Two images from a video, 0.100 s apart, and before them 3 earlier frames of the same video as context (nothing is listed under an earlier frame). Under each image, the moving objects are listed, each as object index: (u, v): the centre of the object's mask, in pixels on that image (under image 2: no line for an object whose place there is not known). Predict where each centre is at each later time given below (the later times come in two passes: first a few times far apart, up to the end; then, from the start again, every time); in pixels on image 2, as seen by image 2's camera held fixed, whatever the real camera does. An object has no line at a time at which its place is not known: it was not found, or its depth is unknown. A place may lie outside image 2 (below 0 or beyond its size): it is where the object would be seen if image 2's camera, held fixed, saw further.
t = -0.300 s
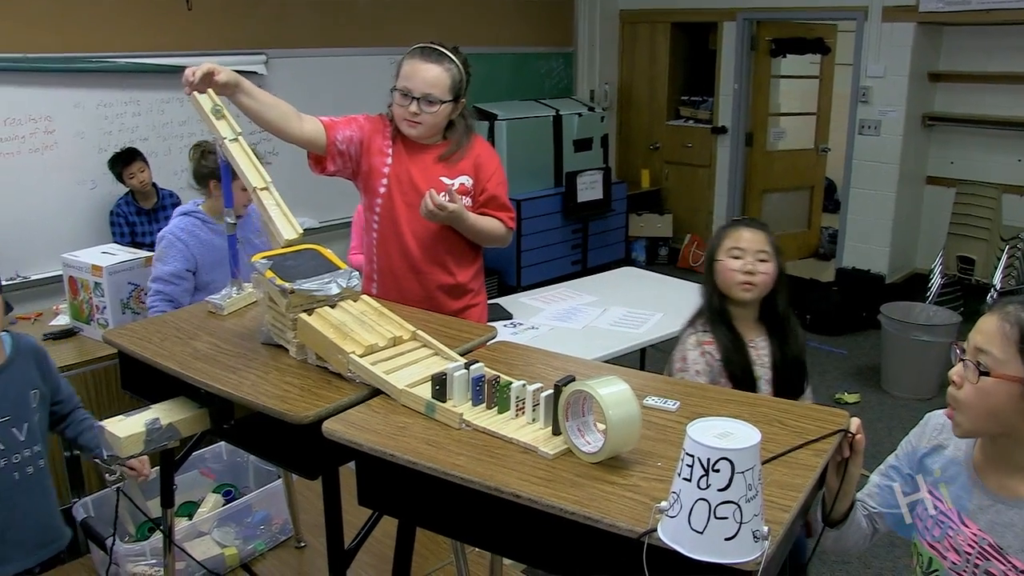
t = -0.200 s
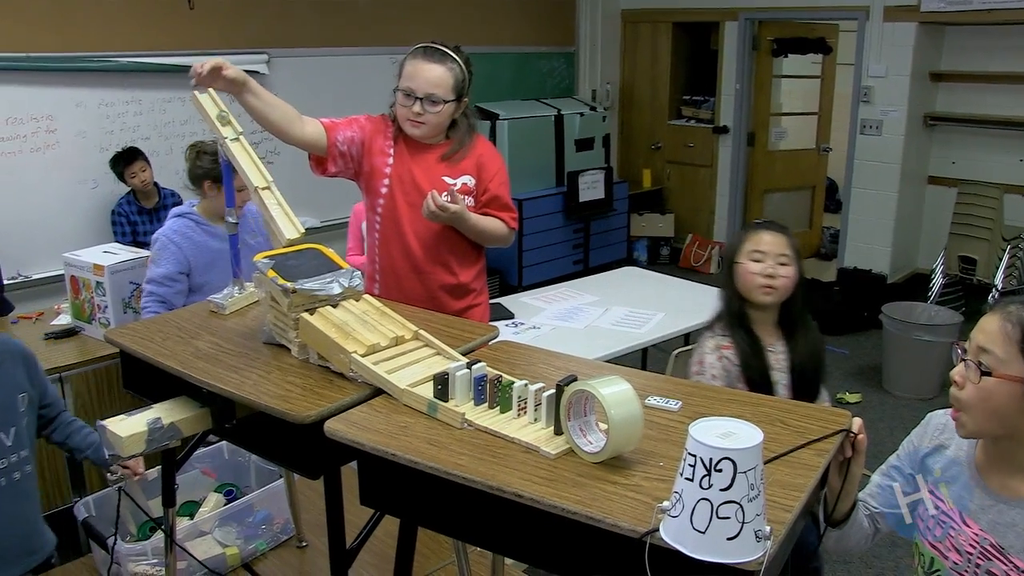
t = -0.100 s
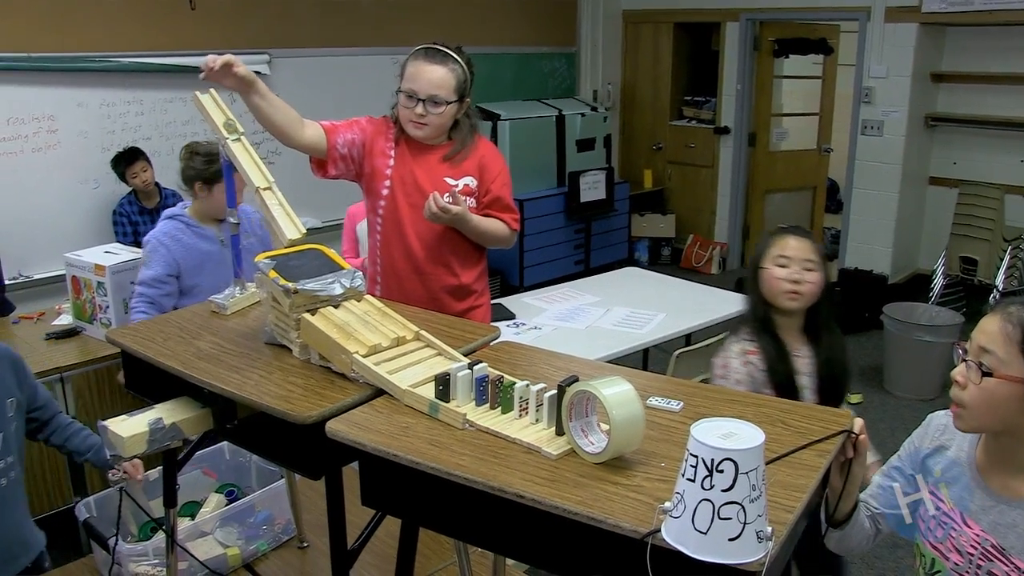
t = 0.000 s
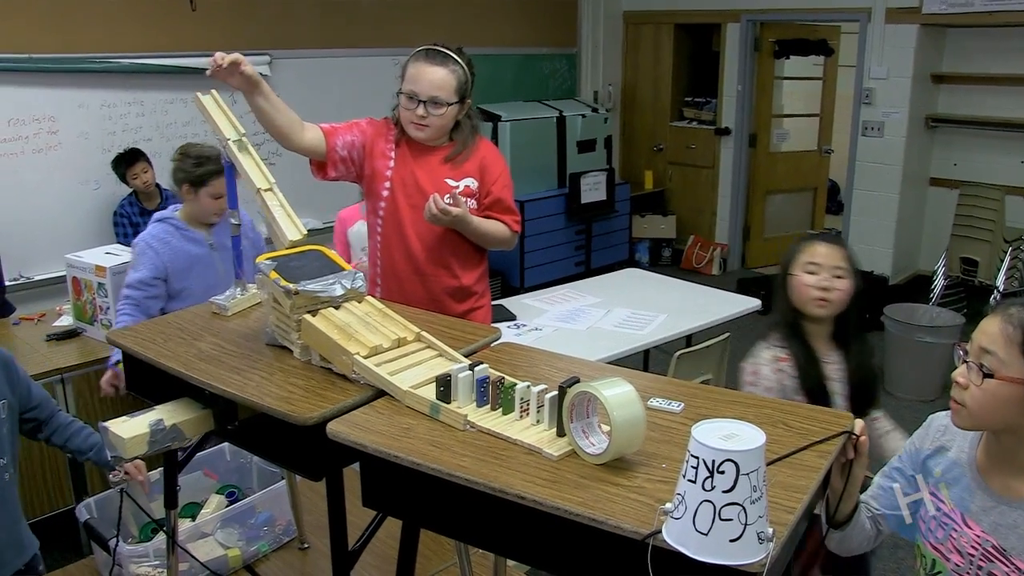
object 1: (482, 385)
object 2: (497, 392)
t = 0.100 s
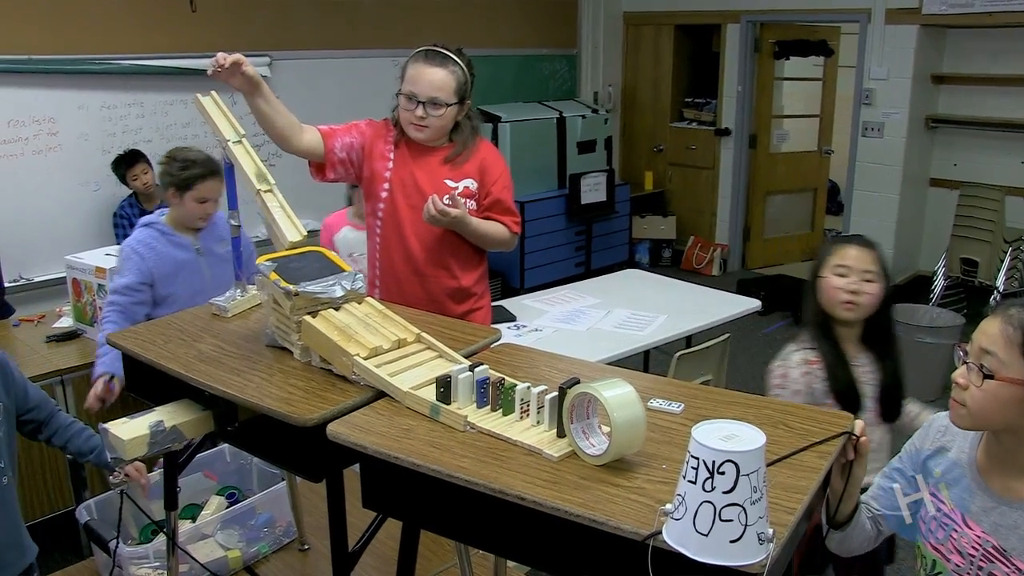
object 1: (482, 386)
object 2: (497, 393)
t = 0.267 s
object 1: (482, 386)
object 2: (497, 393)
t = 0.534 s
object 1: (482, 386)
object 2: (497, 393)
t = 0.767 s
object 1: (475, 412)
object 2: (508, 403)
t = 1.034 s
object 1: (468, 430)
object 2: (506, 403)
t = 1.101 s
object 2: (508, 404)
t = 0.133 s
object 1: (482, 386)
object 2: (497, 393)
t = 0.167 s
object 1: (482, 386)
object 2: (497, 393)
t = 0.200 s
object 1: (482, 386)
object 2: (497, 393)
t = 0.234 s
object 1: (482, 386)
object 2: (497, 393)
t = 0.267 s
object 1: (482, 386)
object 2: (497, 393)
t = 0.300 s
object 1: (482, 386)
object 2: (497, 393)
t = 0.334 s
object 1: (481, 386)
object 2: (497, 393)
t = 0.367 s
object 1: (481, 386)
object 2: (497, 393)
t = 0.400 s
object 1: (481, 386)
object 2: (497, 393)
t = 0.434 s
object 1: (481, 386)
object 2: (497, 393)
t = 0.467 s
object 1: (481, 386)
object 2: (497, 393)
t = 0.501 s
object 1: (481, 386)
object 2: (497, 393)
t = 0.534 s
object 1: (482, 386)
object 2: (497, 393)
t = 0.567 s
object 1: (478, 393)
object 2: (498, 393)
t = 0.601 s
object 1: (468, 394)
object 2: (499, 393)
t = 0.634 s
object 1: (466, 395)
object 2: (505, 395)
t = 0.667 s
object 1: (467, 403)
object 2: (508, 395)
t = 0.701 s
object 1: (470, 405)
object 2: (509, 401)
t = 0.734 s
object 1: (473, 409)
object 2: (508, 404)
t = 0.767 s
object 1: (475, 412)
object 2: (508, 403)
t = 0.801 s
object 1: (478, 414)
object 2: (509, 403)
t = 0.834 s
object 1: (479, 415)
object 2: (506, 402)
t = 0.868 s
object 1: (479, 418)
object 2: (506, 402)
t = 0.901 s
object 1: (479, 422)
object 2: (506, 402)
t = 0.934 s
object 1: (476, 423)
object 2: (506, 403)
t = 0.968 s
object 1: (473, 425)
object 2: (506, 403)
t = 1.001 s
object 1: (470, 428)
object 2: (506, 403)
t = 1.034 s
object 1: (468, 430)
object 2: (506, 403)
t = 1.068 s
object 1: (468, 431)
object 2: (507, 403)
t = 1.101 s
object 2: (508, 404)
